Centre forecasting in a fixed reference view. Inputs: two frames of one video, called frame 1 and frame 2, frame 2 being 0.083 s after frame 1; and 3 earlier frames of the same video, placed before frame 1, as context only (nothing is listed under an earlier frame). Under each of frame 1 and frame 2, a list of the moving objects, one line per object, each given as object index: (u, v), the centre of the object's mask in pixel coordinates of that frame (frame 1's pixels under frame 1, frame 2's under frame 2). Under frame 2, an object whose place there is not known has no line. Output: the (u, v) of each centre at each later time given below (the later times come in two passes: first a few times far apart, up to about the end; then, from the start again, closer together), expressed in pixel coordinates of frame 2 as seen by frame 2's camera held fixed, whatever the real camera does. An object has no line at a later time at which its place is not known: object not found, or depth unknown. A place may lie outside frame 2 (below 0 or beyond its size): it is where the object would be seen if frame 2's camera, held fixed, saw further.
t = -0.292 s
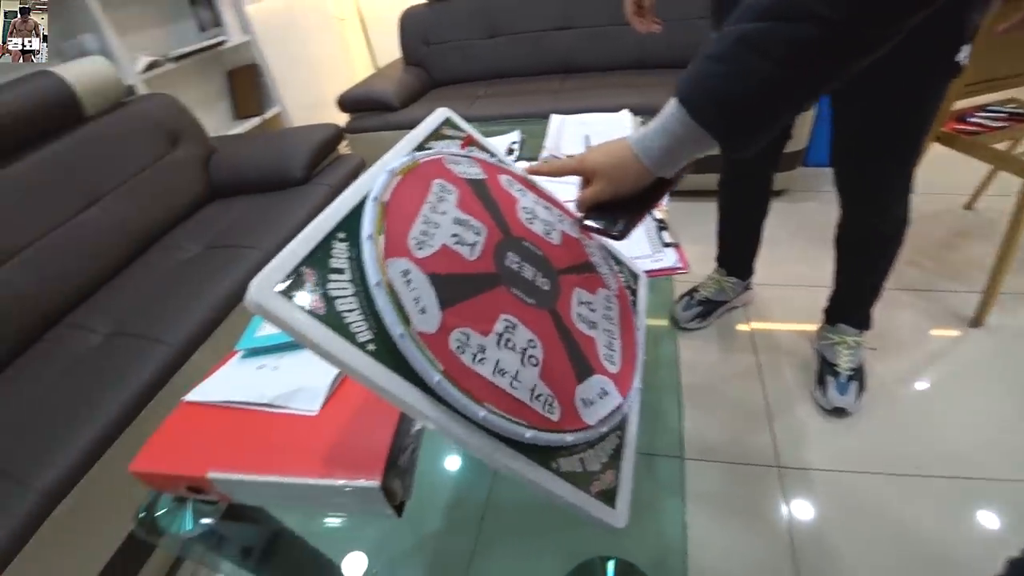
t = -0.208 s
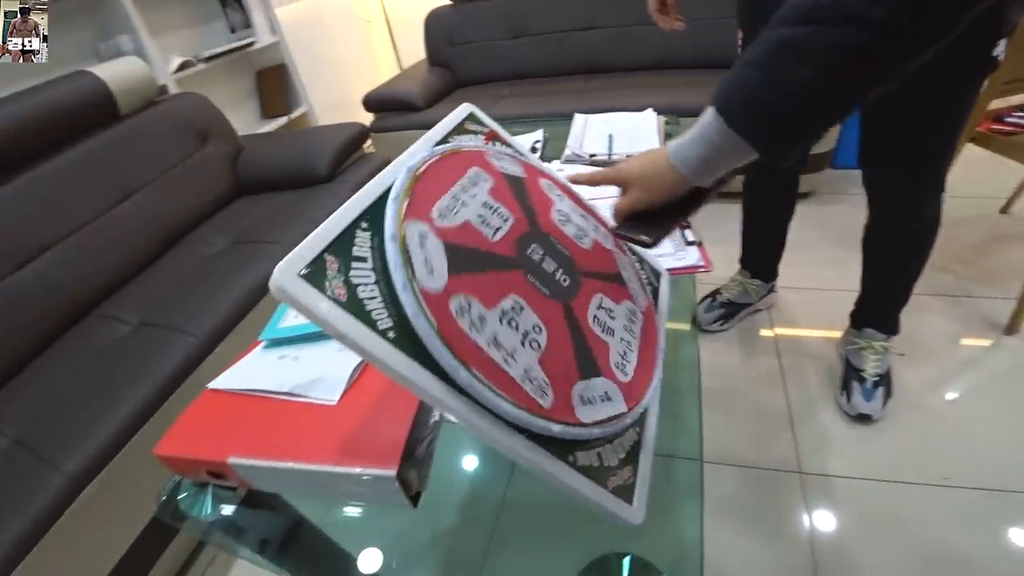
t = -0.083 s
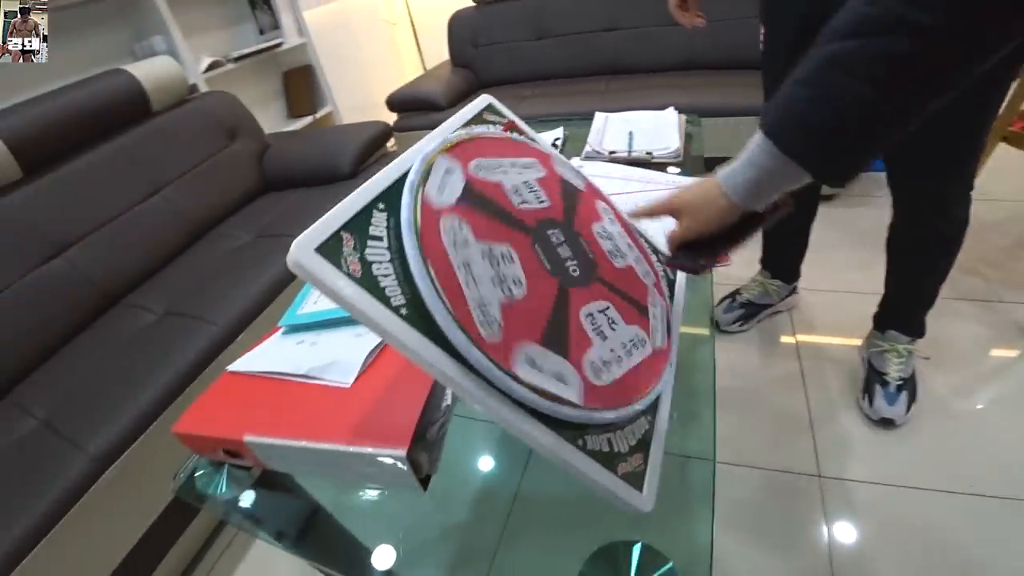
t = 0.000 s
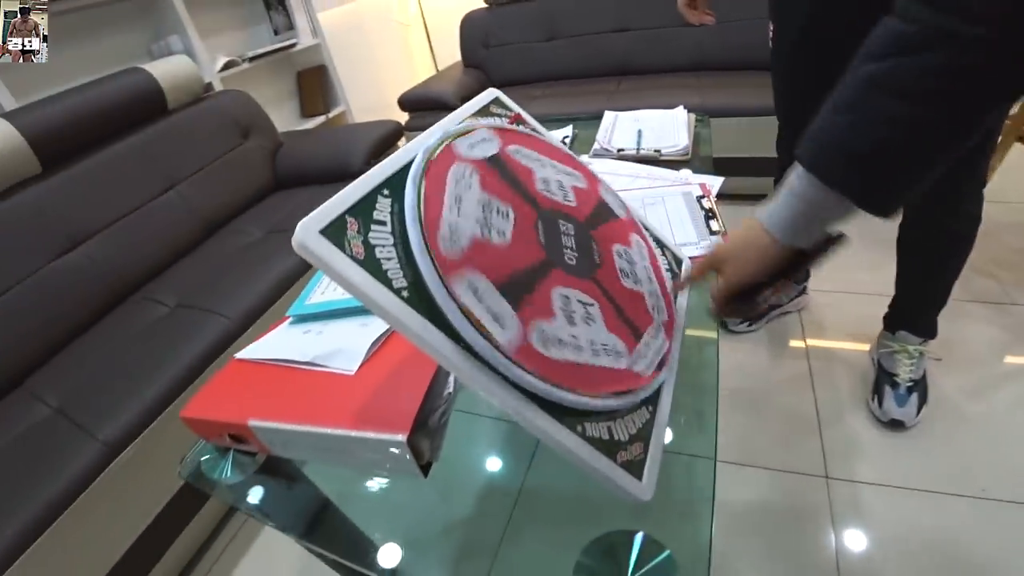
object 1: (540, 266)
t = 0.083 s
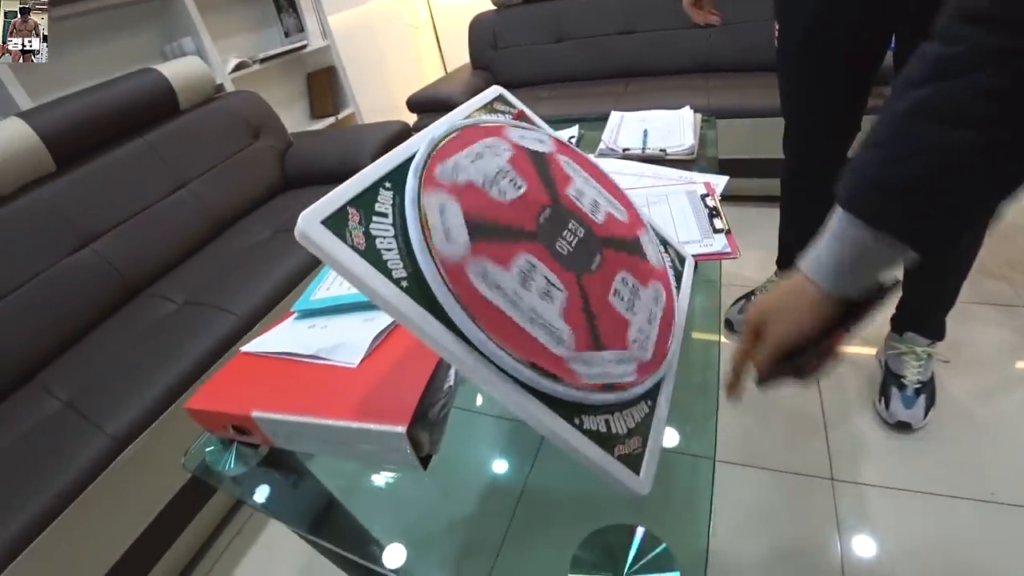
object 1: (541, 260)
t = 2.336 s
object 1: (539, 265)
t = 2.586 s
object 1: (539, 265)
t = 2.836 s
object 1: (540, 265)
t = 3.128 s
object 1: (539, 265)
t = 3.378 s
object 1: (539, 265)
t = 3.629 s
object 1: (539, 265)
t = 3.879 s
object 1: (538, 265)
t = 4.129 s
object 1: (538, 265)
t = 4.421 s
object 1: (538, 265)
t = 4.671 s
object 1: (538, 265)
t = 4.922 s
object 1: (538, 265)
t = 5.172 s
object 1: (538, 265)
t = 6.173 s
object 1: (538, 265)
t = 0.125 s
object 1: (541, 261)
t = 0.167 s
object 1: (541, 261)
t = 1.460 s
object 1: (540, 268)
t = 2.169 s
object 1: (541, 265)
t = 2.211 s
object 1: (540, 265)
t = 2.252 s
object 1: (539, 265)
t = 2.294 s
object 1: (539, 265)
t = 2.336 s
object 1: (539, 265)
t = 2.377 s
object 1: (539, 265)
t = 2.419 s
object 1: (539, 265)
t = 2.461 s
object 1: (538, 265)
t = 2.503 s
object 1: (538, 265)
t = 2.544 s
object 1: (538, 265)
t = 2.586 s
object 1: (539, 265)
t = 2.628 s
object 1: (539, 265)
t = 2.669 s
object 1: (540, 265)
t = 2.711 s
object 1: (539, 265)
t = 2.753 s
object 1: (540, 265)
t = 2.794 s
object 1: (540, 265)
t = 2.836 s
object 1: (540, 265)
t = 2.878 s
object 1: (540, 265)
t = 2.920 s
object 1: (540, 265)
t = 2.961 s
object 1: (539, 265)
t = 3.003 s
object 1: (539, 265)
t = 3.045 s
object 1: (538, 265)
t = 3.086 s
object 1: (538, 265)
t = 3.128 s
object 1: (539, 265)
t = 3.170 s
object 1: (539, 265)
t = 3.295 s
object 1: (540, 265)
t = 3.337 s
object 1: (540, 265)
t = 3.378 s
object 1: (539, 265)
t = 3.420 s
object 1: (540, 265)
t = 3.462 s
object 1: (540, 264)
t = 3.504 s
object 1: (540, 265)
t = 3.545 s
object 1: (540, 264)
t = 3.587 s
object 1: (540, 264)
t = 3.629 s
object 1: (539, 265)
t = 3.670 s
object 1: (539, 265)
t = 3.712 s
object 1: (539, 265)
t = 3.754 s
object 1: (538, 265)
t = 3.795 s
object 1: (538, 265)
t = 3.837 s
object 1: (538, 265)
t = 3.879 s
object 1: (538, 265)
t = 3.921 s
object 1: (537, 266)
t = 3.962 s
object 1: (538, 265)
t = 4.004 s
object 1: (538, 265)
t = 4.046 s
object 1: (538, 265)
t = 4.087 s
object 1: (538, 265)
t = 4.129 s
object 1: (538, 265)
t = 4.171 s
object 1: (538, 265)
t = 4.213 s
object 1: (538, 265)
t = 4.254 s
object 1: (538, 265)
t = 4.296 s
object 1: (538, 265)
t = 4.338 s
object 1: (538, 265)
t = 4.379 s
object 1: (538, 265)
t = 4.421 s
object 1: (538, 265)
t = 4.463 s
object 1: (538, 265)
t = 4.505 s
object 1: (538, 265)
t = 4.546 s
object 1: (538, 265)
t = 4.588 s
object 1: (538, 265)
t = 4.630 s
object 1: (538, 265)
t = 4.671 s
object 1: (538, 265)
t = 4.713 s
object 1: (538, 265)
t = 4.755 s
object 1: (538, 265)
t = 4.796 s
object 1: (538, 265)
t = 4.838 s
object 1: (538, 265)
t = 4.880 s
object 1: (538, 265)
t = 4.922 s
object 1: (538, 265)
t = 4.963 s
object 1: (538, 265)
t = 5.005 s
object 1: (538, 265)
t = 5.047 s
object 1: (538, 265)
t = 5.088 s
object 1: (538, 265)
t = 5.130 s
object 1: (538, 265)
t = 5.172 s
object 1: (538, 265)
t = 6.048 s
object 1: (538, 264)
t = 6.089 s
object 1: (538, 265)
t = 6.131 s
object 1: (538, 265)
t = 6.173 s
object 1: (538, 265)
